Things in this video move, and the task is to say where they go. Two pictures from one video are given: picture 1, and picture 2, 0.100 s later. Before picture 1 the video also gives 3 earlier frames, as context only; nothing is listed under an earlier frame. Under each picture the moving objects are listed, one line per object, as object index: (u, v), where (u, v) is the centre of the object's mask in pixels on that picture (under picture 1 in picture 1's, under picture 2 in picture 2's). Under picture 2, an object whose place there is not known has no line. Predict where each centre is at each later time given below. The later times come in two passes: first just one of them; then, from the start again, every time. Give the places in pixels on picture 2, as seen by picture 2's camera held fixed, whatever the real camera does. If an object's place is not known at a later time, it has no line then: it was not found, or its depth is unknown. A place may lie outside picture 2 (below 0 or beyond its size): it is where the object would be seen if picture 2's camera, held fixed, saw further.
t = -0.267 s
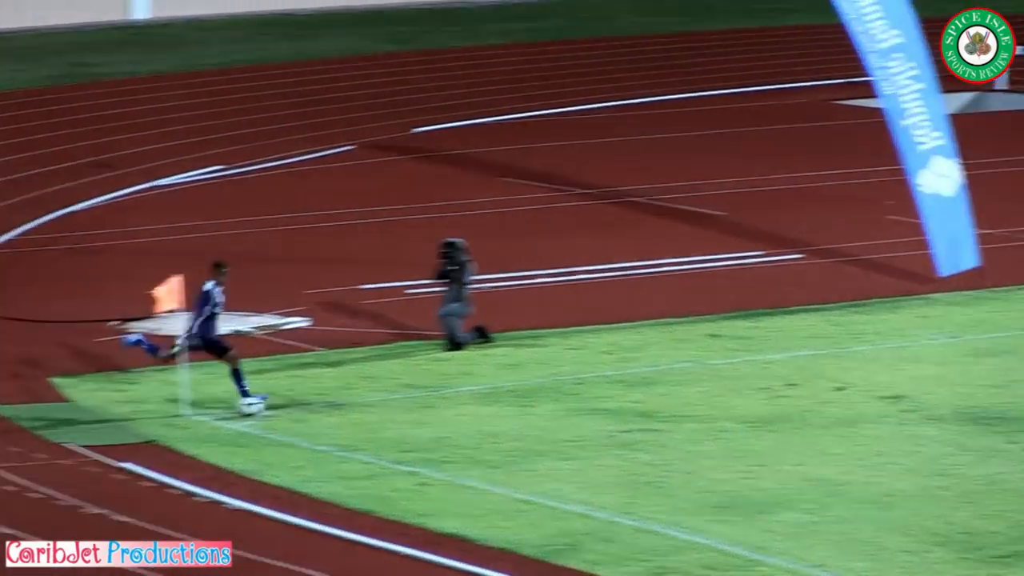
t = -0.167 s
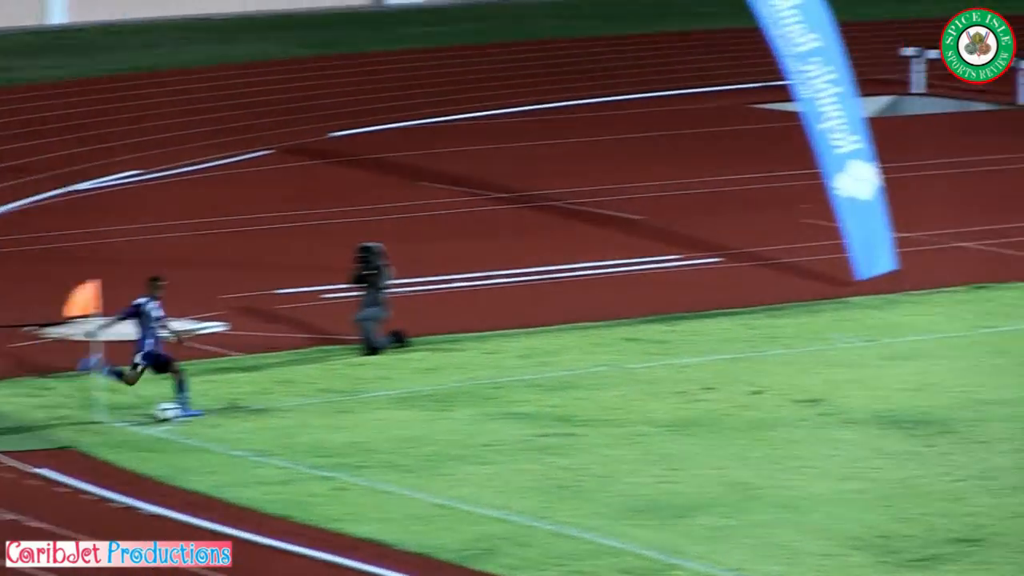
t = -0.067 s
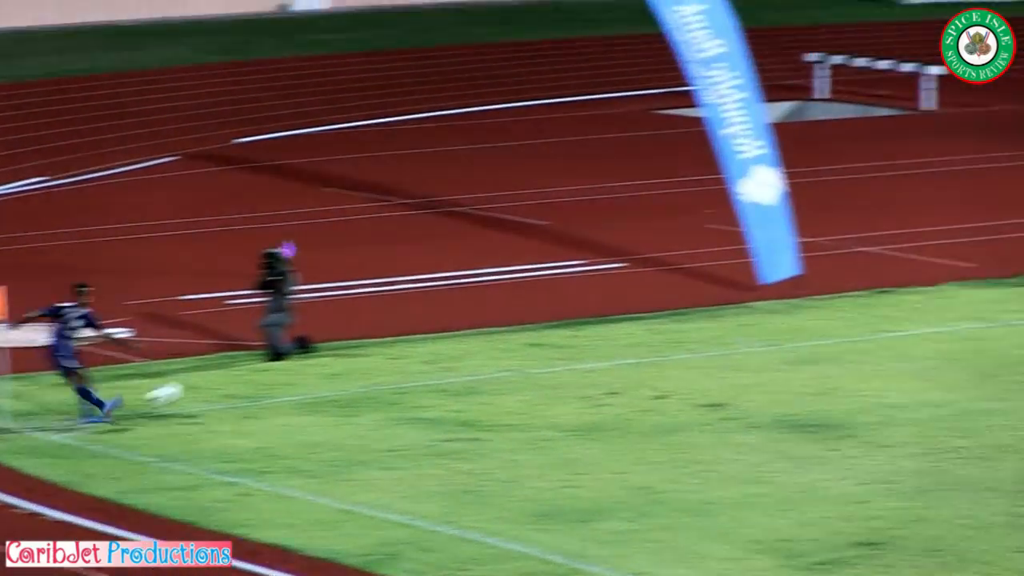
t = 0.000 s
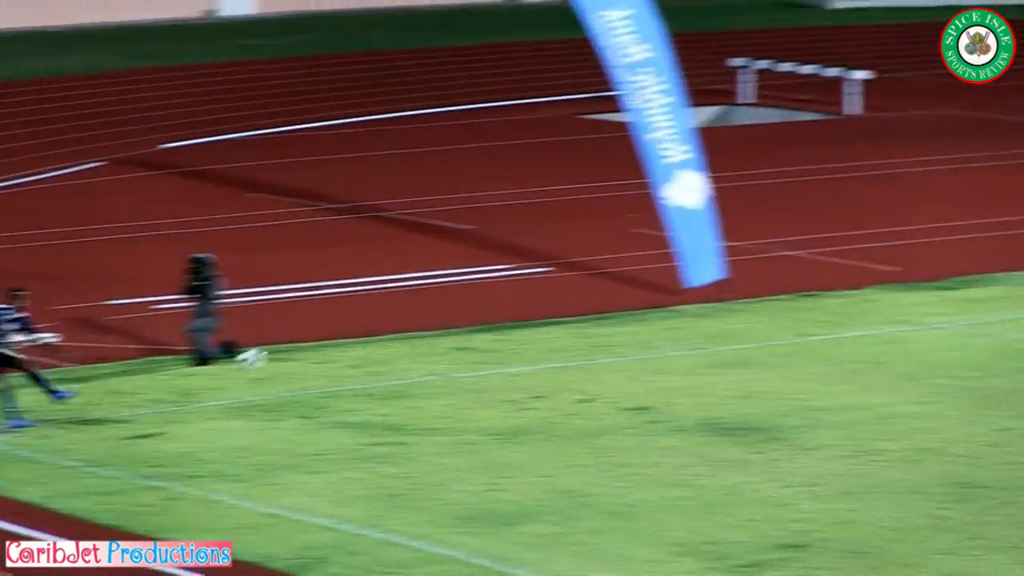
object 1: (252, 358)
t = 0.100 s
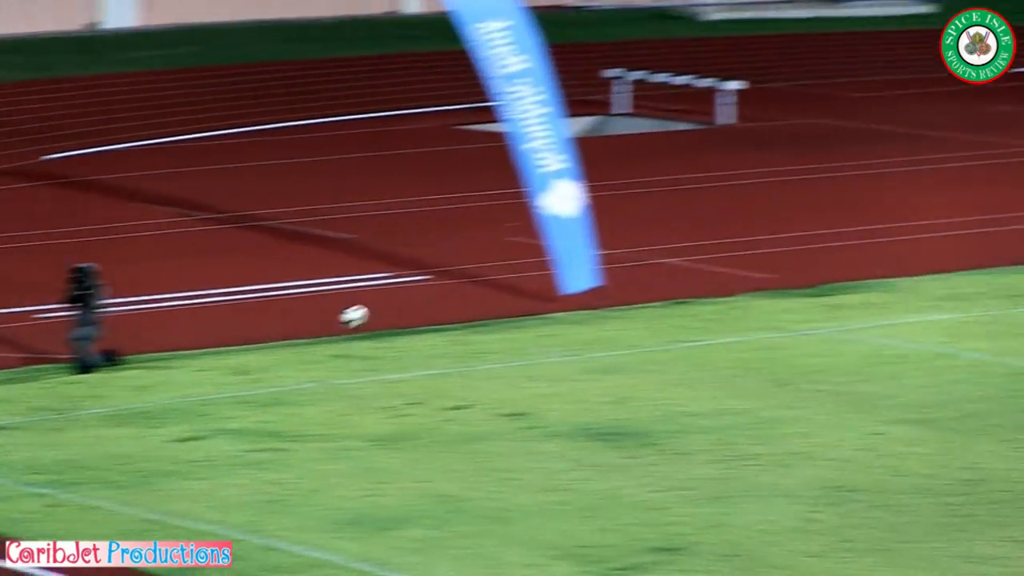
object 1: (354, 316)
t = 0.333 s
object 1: (789, 226)
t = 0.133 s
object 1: (424, 301)
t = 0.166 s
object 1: (491, 286)
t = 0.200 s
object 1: (555, 272)
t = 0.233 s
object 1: (618, 259)
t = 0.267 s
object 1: (676, 247)
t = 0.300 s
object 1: (734, 236)
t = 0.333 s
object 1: (789, 226)
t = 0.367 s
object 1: (844, 217)
